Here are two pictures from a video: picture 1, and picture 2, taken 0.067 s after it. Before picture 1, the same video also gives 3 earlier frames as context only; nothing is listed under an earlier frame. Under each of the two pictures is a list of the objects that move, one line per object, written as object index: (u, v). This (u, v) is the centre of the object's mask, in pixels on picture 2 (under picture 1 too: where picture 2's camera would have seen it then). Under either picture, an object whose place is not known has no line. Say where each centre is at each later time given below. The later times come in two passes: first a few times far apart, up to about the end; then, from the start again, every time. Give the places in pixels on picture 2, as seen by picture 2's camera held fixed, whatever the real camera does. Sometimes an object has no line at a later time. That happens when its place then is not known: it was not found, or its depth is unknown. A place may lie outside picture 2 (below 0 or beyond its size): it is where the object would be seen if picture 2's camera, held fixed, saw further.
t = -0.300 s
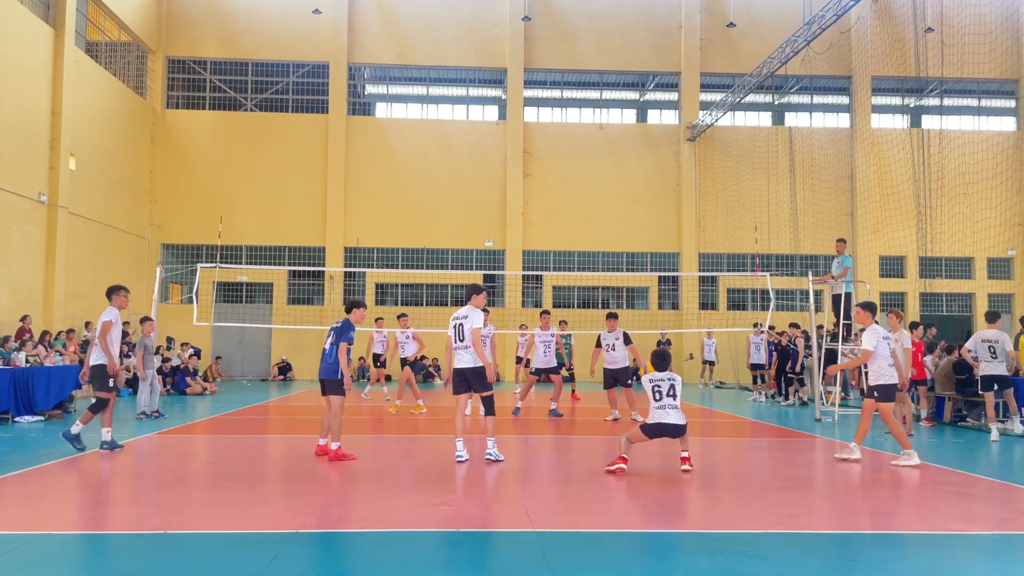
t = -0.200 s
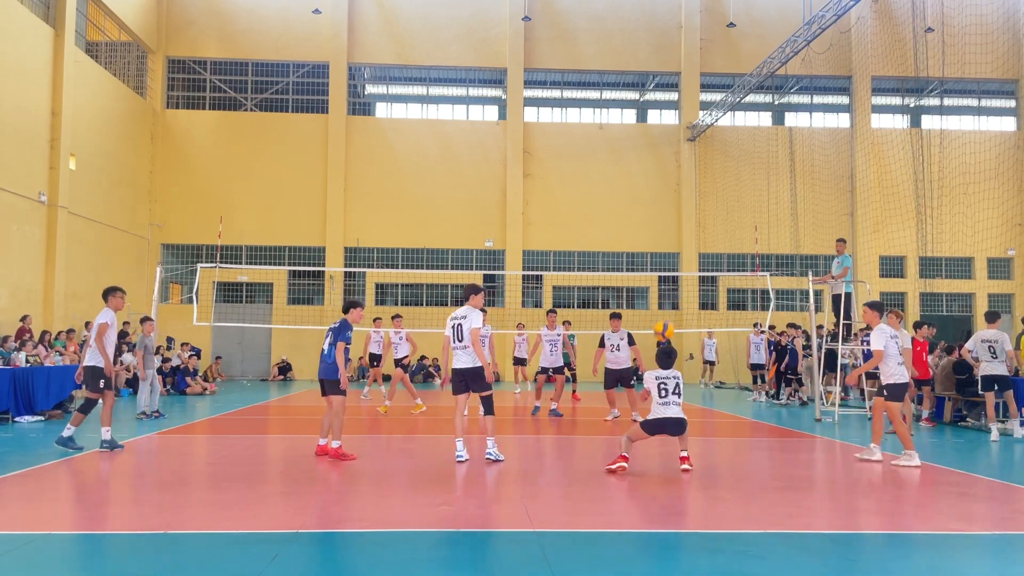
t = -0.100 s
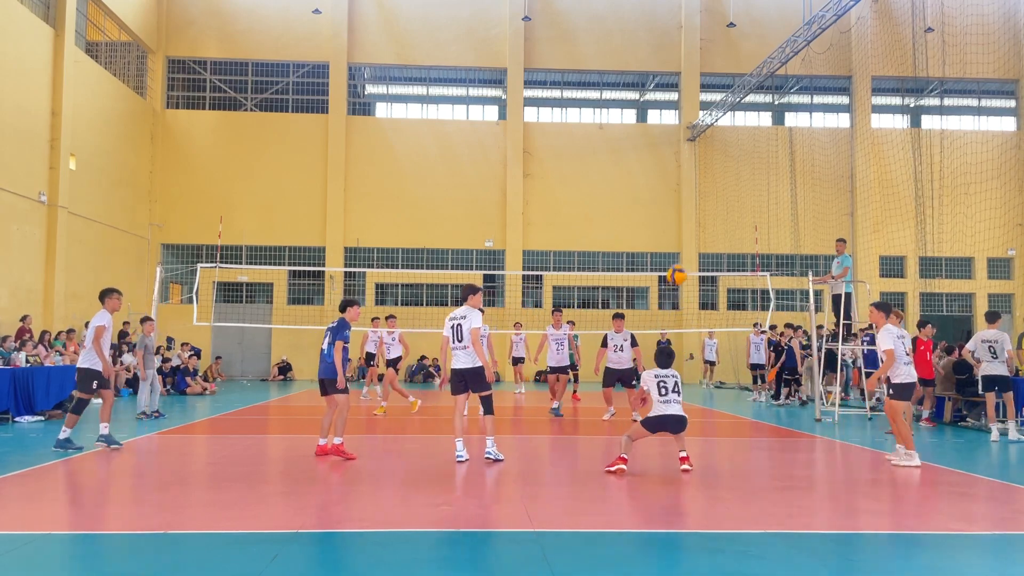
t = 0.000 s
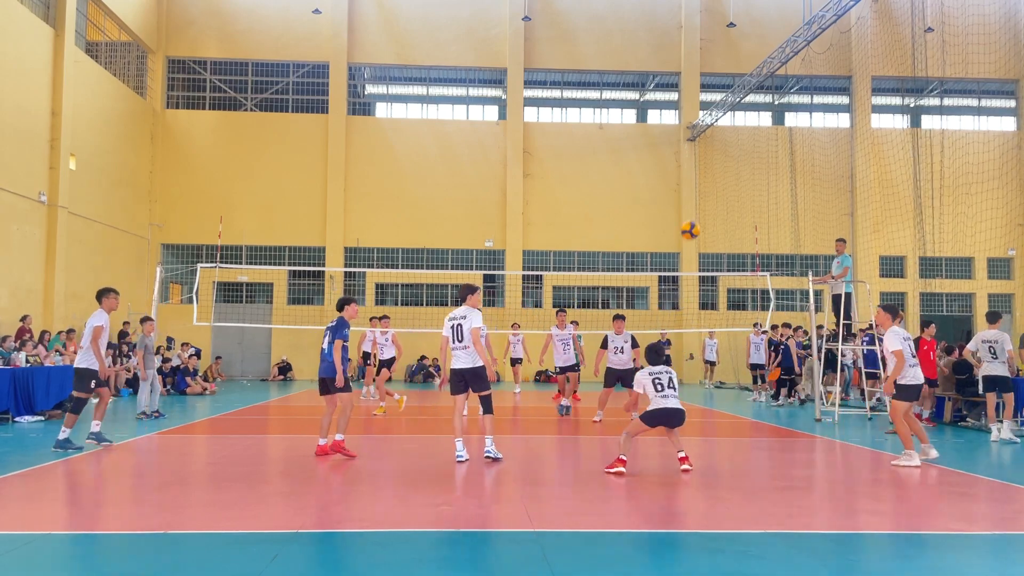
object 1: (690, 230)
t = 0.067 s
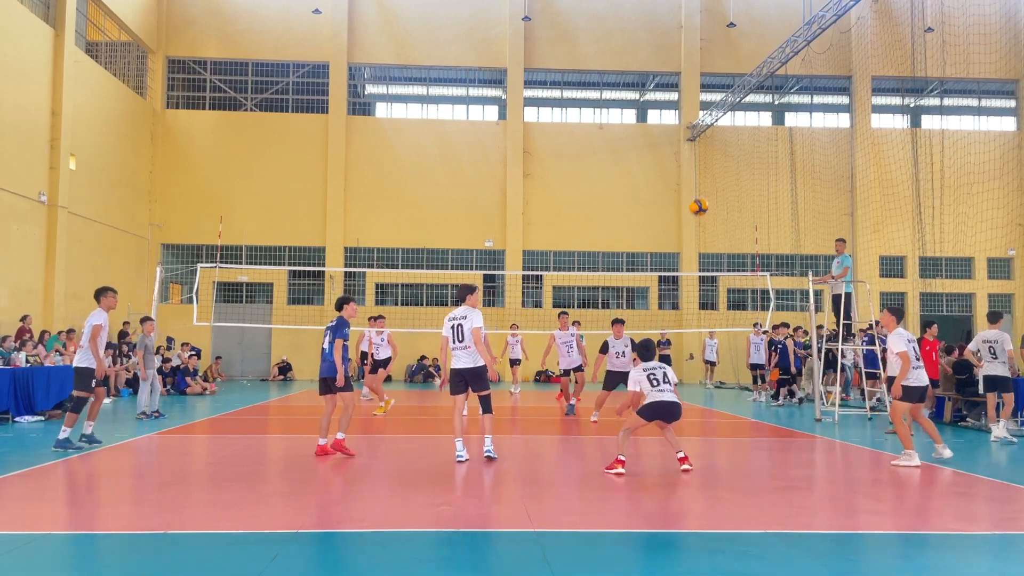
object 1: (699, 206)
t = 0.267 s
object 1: (723, 161)
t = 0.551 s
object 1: (754, 155)
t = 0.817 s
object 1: (782, 204)
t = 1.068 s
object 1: (805, 292)
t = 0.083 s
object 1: (701, 201)
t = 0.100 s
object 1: (703, 197)
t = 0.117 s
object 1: (705, 192)
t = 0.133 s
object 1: (707, 187)
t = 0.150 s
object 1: (709, 183)
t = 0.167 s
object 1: (711, 179)
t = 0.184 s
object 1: (713, 175)
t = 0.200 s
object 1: (715, 172)
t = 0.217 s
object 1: (717, 169)
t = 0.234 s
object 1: (719, 166)
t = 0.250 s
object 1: (721, 163)
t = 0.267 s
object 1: (723, 161)
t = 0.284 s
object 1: (725, 159)
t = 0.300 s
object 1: (726, 157)
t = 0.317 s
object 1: (729, 155)
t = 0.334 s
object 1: (731, 154)
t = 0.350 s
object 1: (732, 152)
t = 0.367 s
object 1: (734, 151)
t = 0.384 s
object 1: (736, 150)
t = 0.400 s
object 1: (738, 150)
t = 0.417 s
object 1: (740, 150)
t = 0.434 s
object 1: (742, 149)
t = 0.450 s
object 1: (743, 150)
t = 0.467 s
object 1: (745, 150)
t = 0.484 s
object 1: (747, 151)
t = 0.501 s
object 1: (749, 151)
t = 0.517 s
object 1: (751, 152)
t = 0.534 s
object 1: (753, 154)
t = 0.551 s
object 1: (754, 155)
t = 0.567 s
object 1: (756, 156)
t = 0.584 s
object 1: (758, 158)
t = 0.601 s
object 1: (760, 160)
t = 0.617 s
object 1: (761, 162)
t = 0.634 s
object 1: (763, 165)
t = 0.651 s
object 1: (765, 167)
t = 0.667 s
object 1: (767, 170)
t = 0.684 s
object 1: (768, 173)
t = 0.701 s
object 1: (770, 177)
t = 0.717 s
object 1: (772, 180)
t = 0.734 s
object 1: (774, 184)
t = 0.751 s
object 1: (775, 187)
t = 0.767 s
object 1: (777, 191)
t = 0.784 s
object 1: (778, 195)
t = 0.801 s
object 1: (780, 199)
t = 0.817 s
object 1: (782, 204)
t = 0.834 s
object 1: (784, 208)
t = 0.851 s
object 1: (785, 213)
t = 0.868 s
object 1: (787, 218)
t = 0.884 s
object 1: (788, 224)
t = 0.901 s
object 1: (790, 229)
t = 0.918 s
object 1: (791, 234)
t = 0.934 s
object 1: (793, 240)
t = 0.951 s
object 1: (795, 246)
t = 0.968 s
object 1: (796, 252)
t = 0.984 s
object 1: (798, 258)
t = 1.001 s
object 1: (799, 264)
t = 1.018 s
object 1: (801, 270)
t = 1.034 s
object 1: (802, 277)
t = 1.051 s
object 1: (803, 284)
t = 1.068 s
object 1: (805, 292)
